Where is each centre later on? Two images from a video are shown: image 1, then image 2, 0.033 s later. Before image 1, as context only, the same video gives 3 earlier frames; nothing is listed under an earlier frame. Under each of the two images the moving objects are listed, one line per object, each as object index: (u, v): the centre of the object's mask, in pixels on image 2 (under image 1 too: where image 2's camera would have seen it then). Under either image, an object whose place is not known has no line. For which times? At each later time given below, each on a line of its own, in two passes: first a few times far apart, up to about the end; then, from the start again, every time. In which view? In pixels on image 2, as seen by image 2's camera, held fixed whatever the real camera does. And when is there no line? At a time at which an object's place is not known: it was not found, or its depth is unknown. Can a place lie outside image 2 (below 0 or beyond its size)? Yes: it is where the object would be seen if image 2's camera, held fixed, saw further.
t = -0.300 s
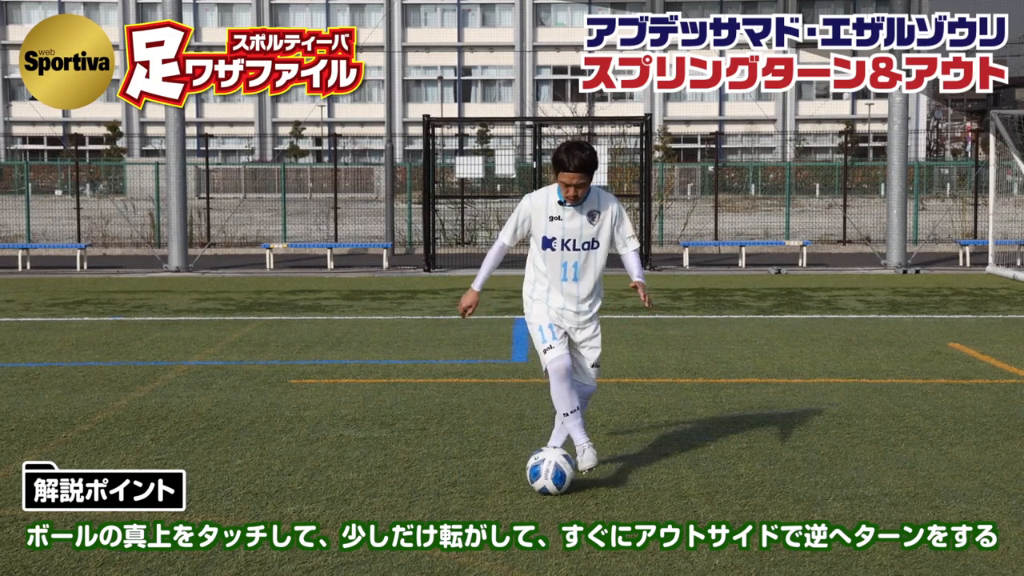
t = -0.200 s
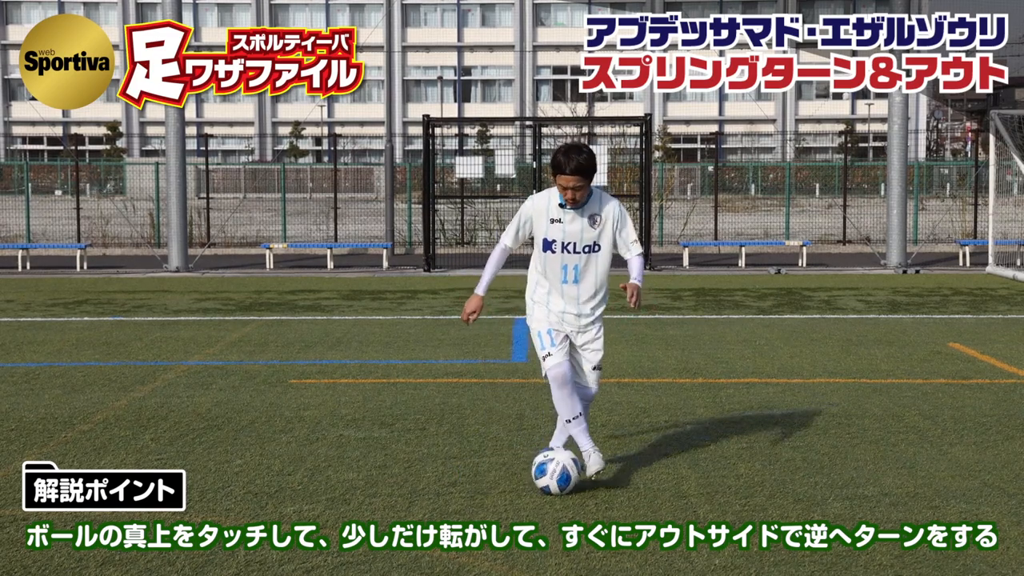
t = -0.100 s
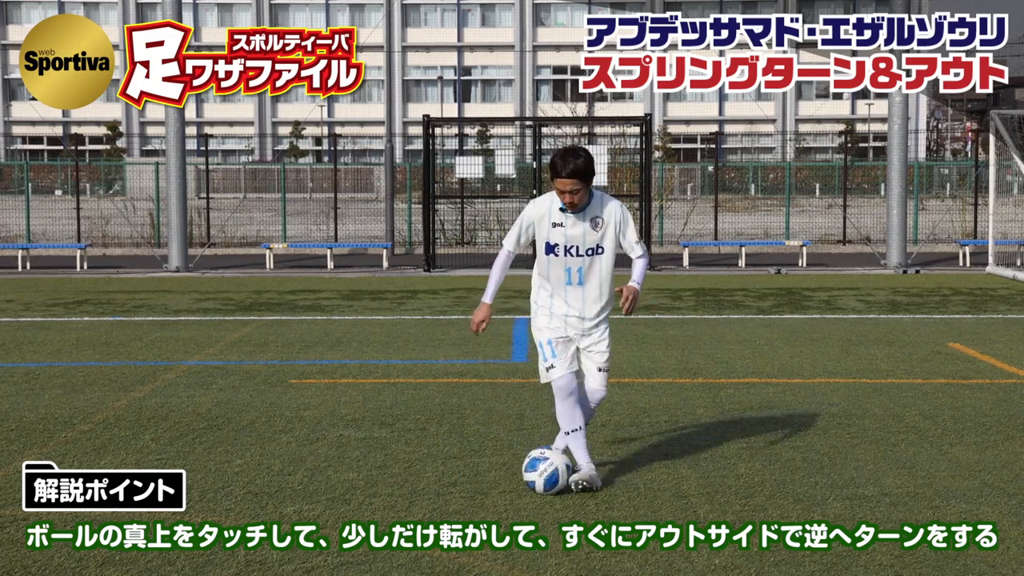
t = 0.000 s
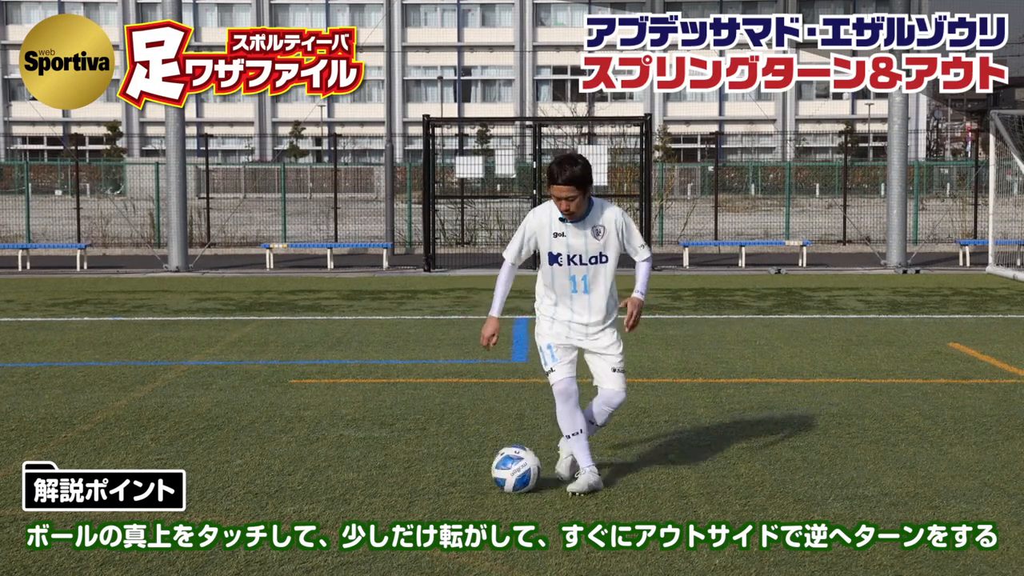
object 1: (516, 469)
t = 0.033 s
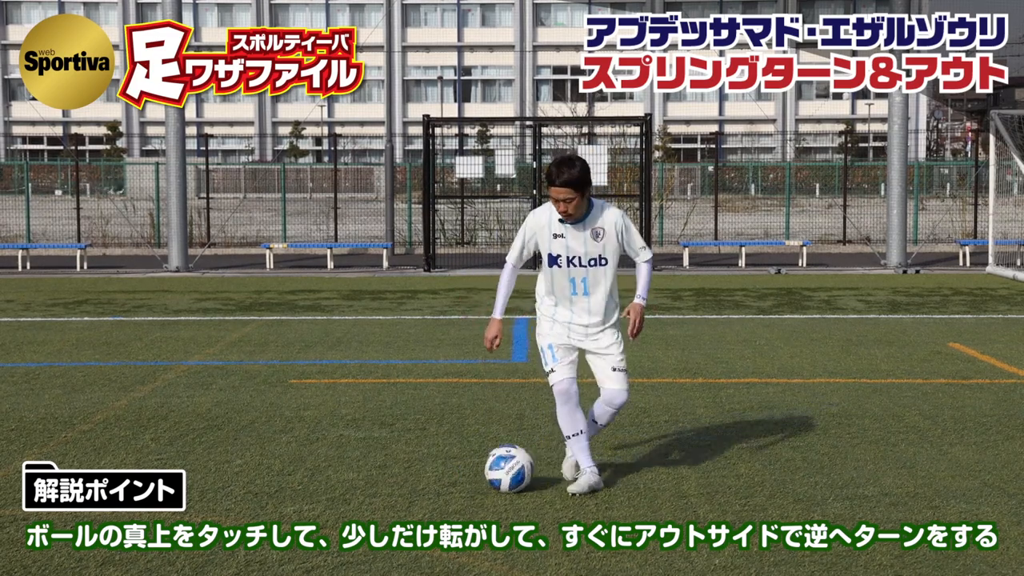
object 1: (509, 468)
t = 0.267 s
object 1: (473, 467)
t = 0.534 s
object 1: (438, 464)
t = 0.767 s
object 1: (412, 463)
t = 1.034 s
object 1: (386, 461)
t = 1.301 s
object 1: (364, 460)
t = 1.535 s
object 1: (349, 459)
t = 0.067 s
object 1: (503, 468)
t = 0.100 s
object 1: (498, 468)
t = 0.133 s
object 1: (493, 468)
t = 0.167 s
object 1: (488, 468)
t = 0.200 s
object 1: (483, 468)
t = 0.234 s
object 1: (478, 467)
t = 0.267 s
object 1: (473, 467)
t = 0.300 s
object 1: (468, 467)
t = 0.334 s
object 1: (463, 466)
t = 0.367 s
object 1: (459, 466)
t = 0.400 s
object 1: (455, 466)
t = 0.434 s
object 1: (451, 465)
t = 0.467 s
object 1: (446, 465)
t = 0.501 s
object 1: (442, 465)
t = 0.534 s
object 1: (438, 464)
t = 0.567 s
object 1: (434, 464)
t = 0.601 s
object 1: (431, 464)
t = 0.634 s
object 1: (427, 464)
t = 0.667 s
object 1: (423, 463)
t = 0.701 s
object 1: (420, 463)
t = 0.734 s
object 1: (416, 463)
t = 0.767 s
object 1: (412, 463)
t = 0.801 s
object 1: (408, 462)
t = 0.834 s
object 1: (405, 463)
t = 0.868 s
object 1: (402, 462)
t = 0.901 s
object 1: (399, 462)
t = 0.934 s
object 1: (395, 462)
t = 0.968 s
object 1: (392, 461)
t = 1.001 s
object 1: (389, 461)
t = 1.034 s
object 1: (386, 461)
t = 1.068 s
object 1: (383, 460)
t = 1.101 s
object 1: (380, 461)
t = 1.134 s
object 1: (377, 461)
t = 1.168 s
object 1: (374, 460)
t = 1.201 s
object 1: (372, 460)
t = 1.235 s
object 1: (369, 460)
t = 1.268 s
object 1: (366, 460)
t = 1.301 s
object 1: (364, 460)
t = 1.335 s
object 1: (361, 459)
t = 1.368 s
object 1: (359, 459)
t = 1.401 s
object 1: (357, 459)
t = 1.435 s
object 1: (355, 459)
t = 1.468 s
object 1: (353, 459)
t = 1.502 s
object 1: (351, 459)
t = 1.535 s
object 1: (349, 459)
